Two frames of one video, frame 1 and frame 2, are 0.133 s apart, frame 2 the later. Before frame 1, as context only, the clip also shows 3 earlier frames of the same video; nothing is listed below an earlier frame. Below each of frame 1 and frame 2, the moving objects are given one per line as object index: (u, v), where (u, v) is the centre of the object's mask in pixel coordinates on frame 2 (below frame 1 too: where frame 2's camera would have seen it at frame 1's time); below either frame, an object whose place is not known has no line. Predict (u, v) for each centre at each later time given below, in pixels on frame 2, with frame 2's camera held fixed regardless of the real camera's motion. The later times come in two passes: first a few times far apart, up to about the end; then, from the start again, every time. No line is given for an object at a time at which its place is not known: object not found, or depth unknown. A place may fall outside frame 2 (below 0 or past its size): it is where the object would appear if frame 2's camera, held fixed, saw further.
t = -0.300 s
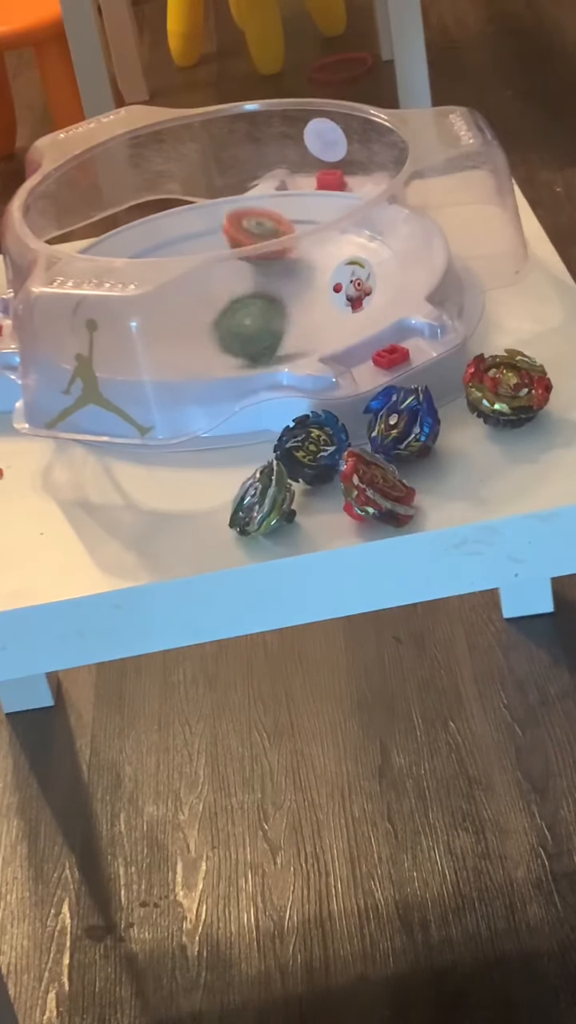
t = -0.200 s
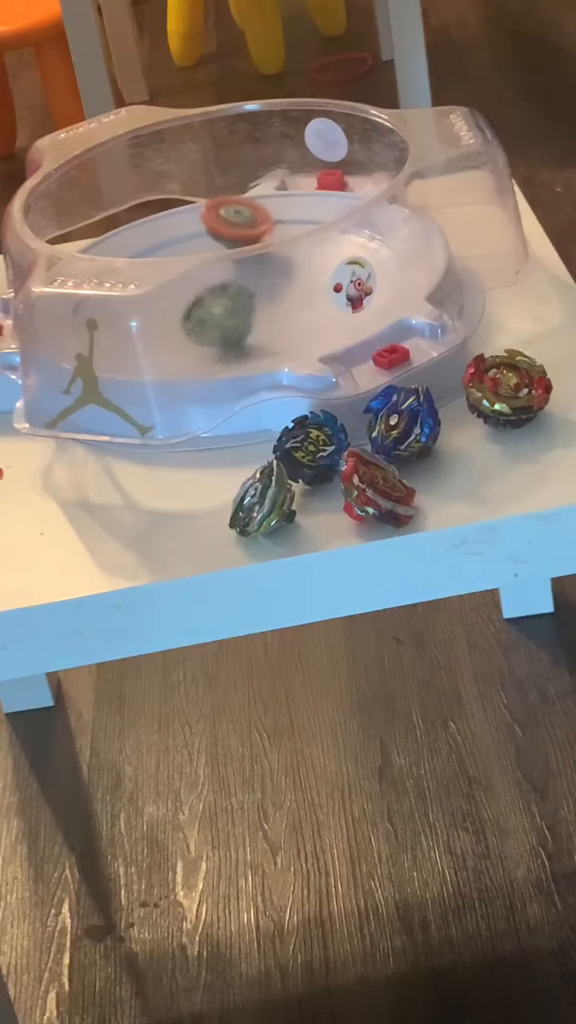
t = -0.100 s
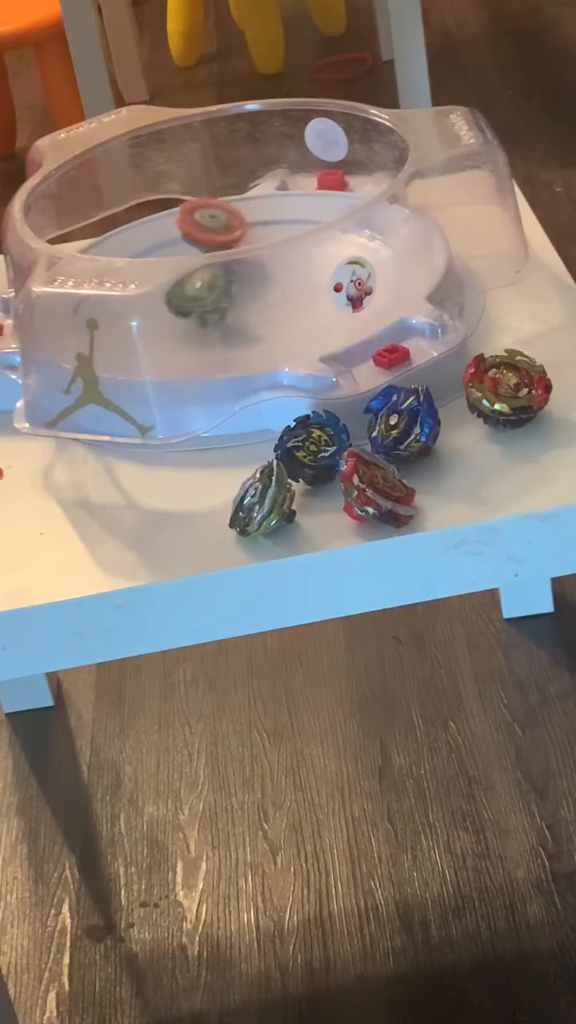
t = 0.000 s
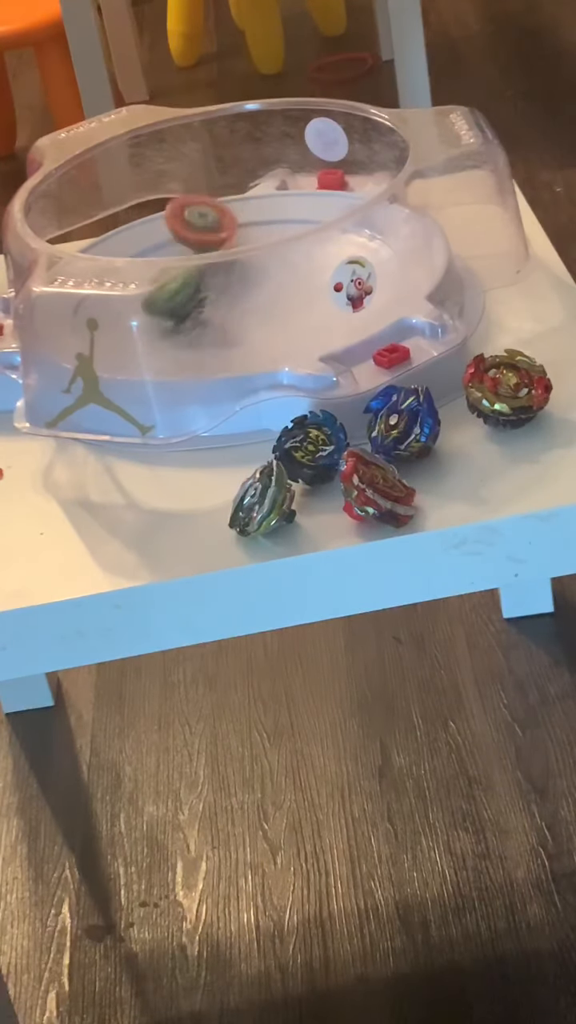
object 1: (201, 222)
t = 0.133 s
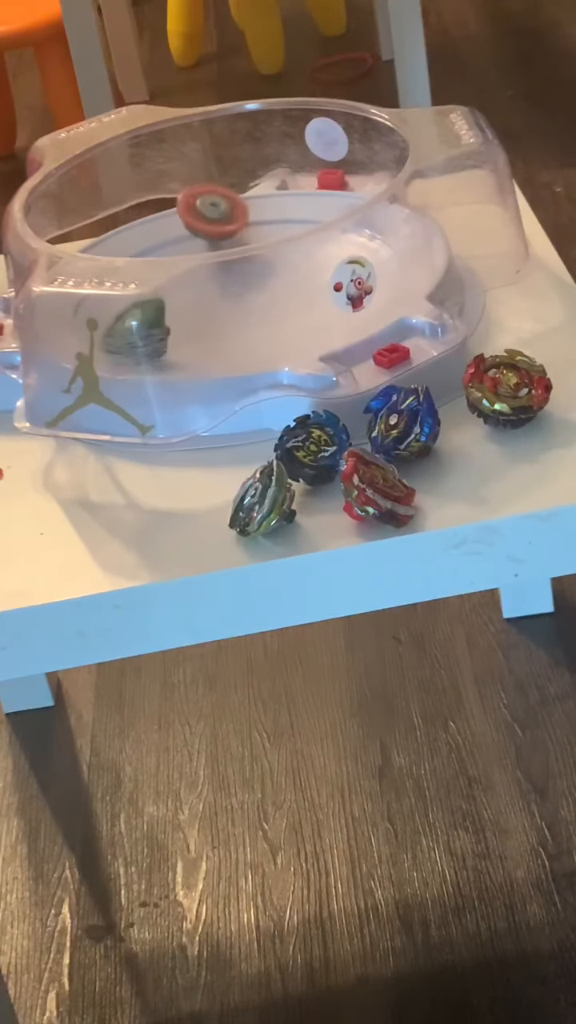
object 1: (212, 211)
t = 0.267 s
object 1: (226, 229)
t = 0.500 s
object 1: (255, 289)
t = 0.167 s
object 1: (215, 214)
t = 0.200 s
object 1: (220, 219)
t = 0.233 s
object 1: (223, 224)
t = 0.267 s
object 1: (226, 229)
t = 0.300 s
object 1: (233, 242)
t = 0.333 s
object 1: (238, 258)
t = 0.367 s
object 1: (244, 264)
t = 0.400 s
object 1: (251, 275)
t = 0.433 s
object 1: (254, 279)
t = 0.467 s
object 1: (253, 282)
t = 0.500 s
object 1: (255, 289)
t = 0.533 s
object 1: (261, 297)
